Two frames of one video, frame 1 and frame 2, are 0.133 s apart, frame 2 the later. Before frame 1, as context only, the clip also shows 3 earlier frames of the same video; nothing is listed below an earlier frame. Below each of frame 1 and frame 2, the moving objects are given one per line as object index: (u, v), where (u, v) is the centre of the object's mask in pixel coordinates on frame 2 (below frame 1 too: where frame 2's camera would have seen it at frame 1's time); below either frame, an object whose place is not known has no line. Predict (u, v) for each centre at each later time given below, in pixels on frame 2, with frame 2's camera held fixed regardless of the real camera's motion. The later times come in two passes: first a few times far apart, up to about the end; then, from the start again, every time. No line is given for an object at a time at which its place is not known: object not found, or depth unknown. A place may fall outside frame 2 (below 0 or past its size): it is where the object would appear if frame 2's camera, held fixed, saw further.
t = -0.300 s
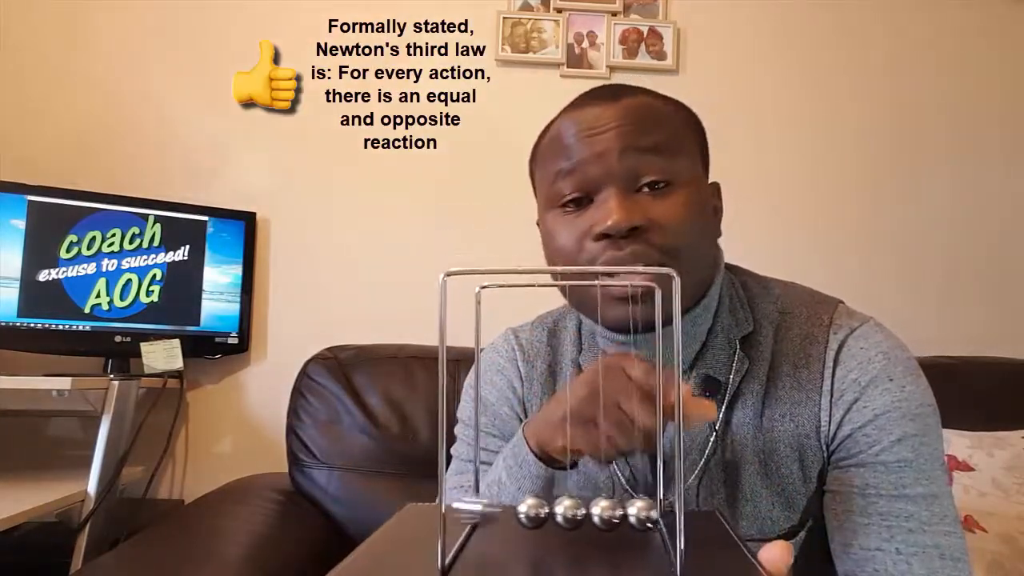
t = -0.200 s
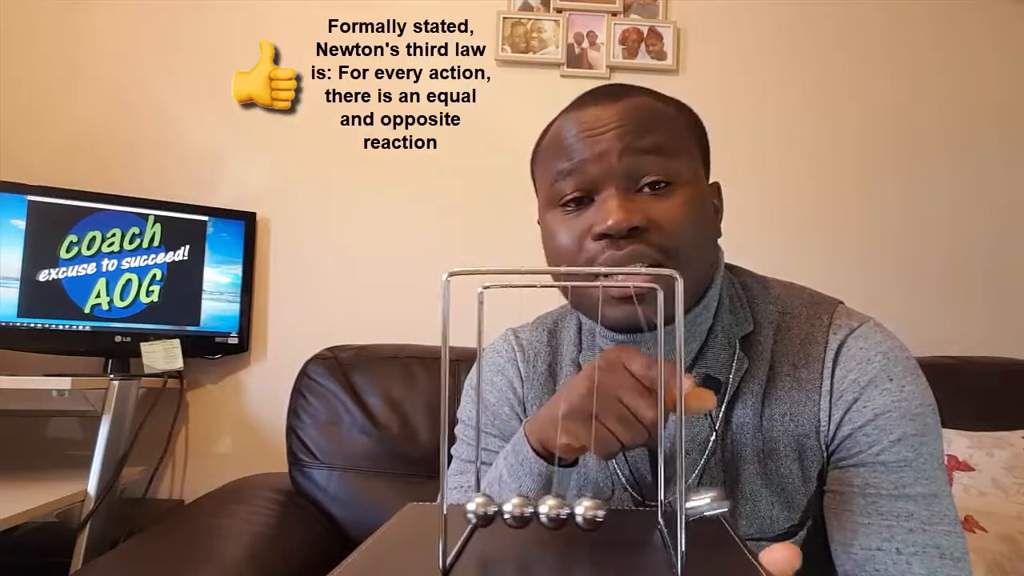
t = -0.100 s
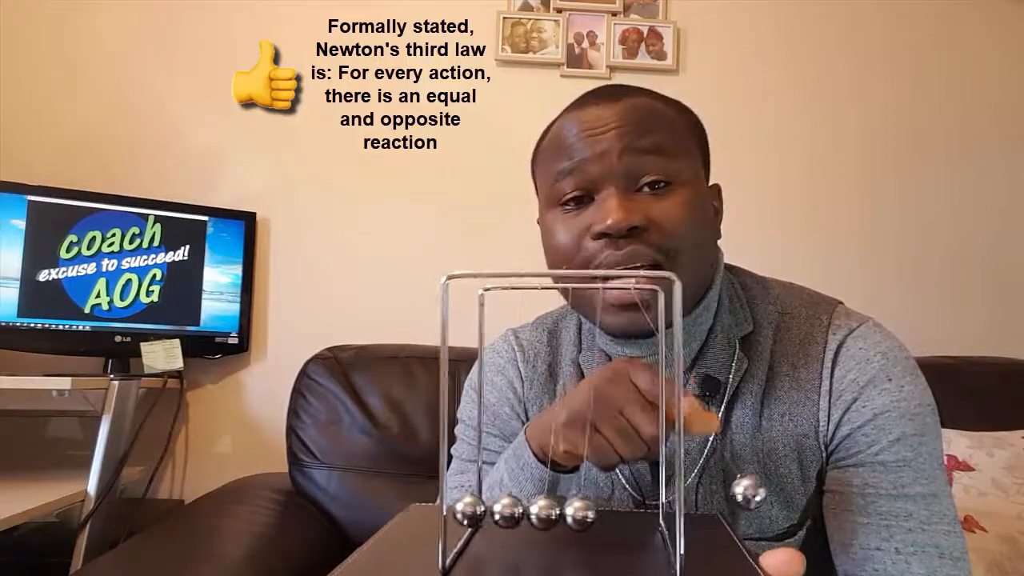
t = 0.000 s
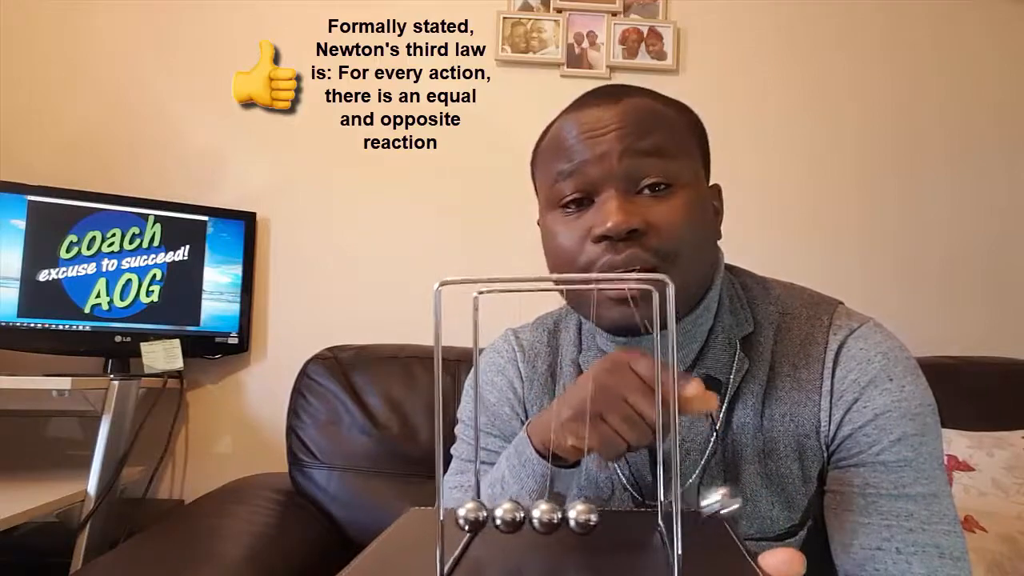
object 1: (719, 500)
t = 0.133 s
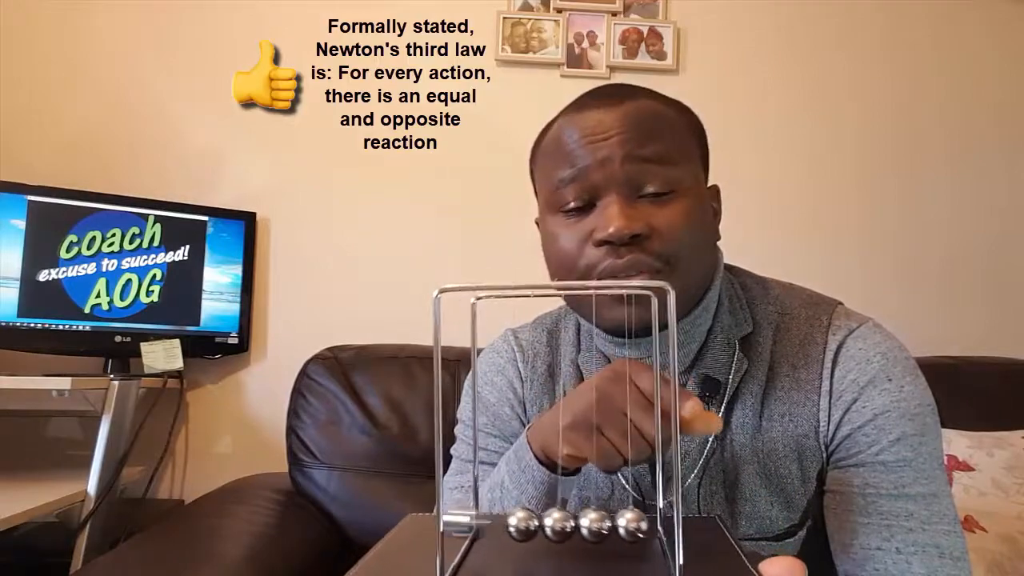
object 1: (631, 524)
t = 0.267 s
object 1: (643, 527)
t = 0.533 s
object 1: (641, 525)
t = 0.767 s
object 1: (701, 512)
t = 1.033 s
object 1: (659, 524)
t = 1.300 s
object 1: (654, 521)
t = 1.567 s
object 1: (684, 518)
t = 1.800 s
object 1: (658, 529)
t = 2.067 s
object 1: (662, 532)
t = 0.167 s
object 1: (635, 526)
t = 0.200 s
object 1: (639, 526)
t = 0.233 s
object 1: (642, 526)
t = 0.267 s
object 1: (643, 527)
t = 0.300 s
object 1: (643, 528)
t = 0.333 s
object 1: (641, 528)
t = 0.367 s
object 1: (637, 528)
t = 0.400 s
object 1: (633, 527)
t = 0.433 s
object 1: (626, 526)
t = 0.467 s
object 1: (620, 525)
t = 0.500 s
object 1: (619, 525)
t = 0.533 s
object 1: (641, 525)
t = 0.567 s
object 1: (672, 522)
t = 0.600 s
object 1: (689, 517)
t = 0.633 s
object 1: (707, 512)
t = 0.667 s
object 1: (716, 509)
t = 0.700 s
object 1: (718, 509)
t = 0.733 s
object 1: (714, 509)
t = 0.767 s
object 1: (701, 512)
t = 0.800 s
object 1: (685, 516)
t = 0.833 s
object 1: (658, 523)
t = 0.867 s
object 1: (636, 523)
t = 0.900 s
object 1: (632, 524)
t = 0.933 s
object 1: (640, 526)
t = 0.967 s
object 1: (648, 525)
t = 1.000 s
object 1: (655, 524)
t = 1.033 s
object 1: (659, 524)
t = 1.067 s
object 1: (661, 523)
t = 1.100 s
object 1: (661, 523)
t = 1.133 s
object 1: (659, 522)
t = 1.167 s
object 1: (655, 522)
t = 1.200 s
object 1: (648, 522)
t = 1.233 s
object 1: (641, 522)
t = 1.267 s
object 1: (636, 522)
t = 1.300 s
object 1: (654, 521)
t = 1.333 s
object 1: (677, 519)
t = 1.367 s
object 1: (699, 515)
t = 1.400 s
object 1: (711, 513)
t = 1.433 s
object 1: (719, 510)
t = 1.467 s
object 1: (719, 510)
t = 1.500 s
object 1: (715, 510)
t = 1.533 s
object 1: (704, 513)
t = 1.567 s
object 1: (684, 518)
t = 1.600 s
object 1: (660, 523)
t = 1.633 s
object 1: (639, 523)
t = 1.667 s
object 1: (629, 524)
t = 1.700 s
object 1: (637, 526)
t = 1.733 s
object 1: (645, 528)
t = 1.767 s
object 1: (652, 529)
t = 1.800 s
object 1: (658, 529)
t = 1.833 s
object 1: (661, 530)
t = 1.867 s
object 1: (663, 530)
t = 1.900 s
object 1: (662, 531)
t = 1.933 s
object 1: (660, 531)
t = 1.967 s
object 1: (656, 531)
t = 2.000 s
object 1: (649, 531)
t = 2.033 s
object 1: (645, 532)
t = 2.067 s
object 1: (662, 532)
